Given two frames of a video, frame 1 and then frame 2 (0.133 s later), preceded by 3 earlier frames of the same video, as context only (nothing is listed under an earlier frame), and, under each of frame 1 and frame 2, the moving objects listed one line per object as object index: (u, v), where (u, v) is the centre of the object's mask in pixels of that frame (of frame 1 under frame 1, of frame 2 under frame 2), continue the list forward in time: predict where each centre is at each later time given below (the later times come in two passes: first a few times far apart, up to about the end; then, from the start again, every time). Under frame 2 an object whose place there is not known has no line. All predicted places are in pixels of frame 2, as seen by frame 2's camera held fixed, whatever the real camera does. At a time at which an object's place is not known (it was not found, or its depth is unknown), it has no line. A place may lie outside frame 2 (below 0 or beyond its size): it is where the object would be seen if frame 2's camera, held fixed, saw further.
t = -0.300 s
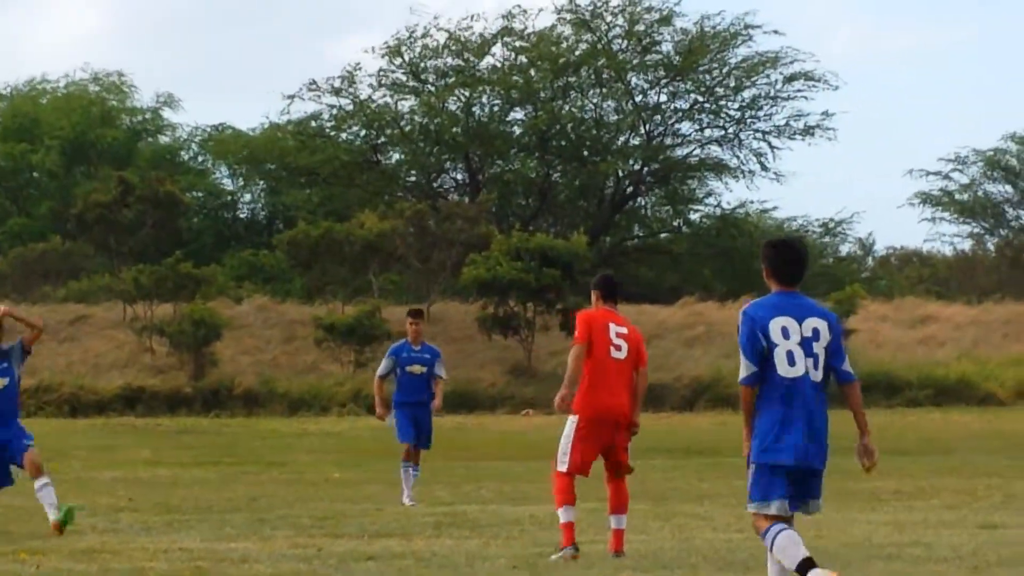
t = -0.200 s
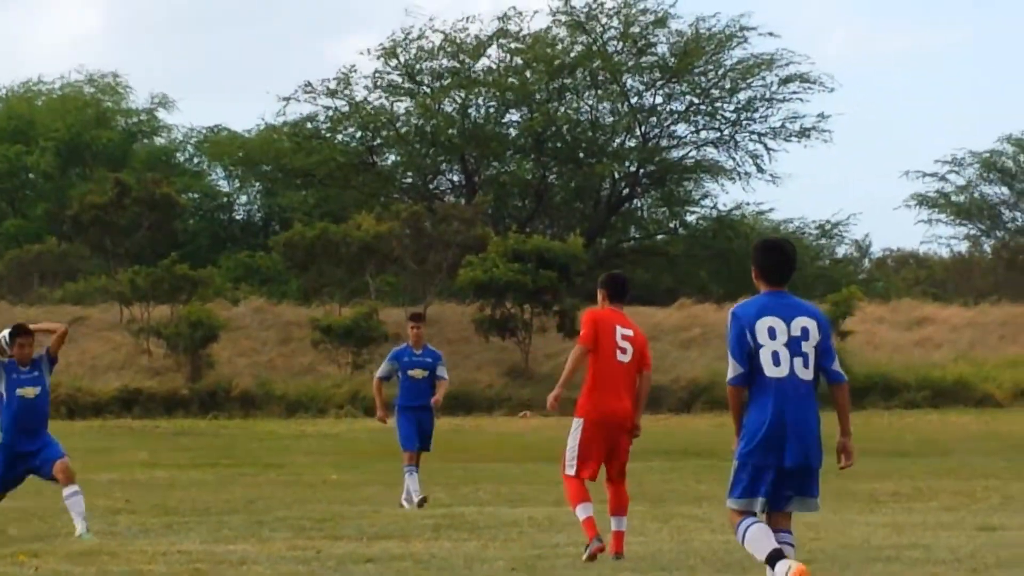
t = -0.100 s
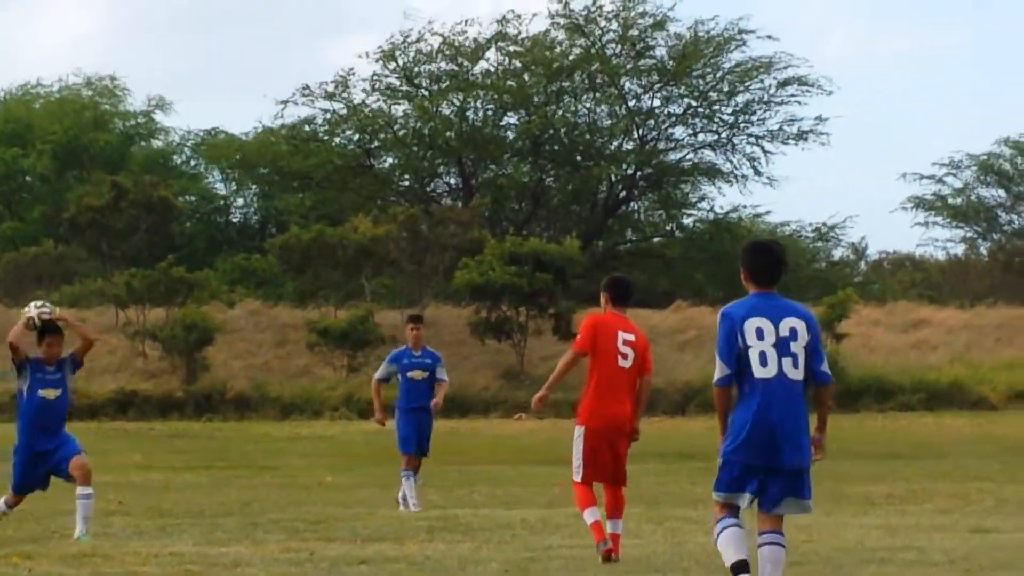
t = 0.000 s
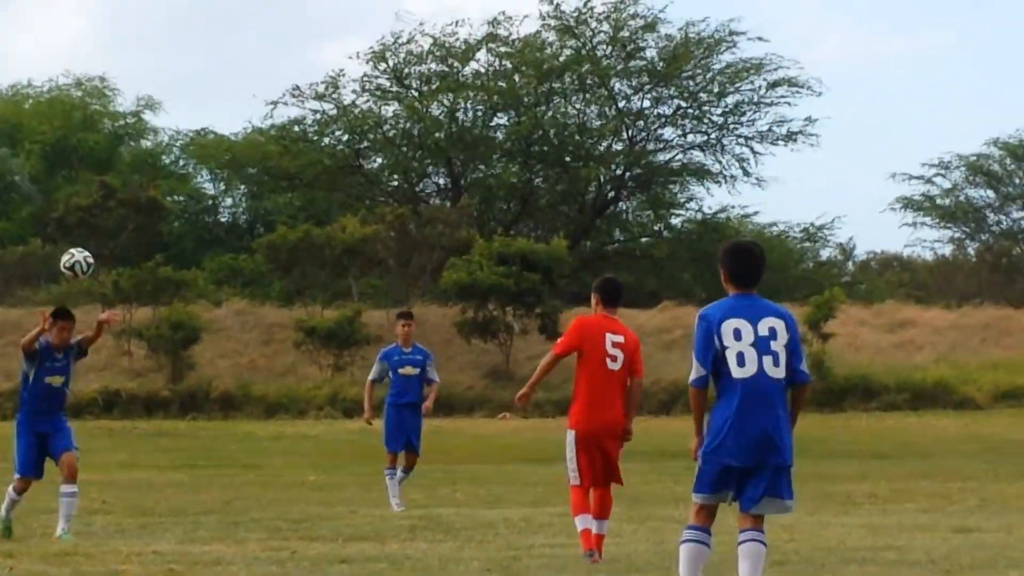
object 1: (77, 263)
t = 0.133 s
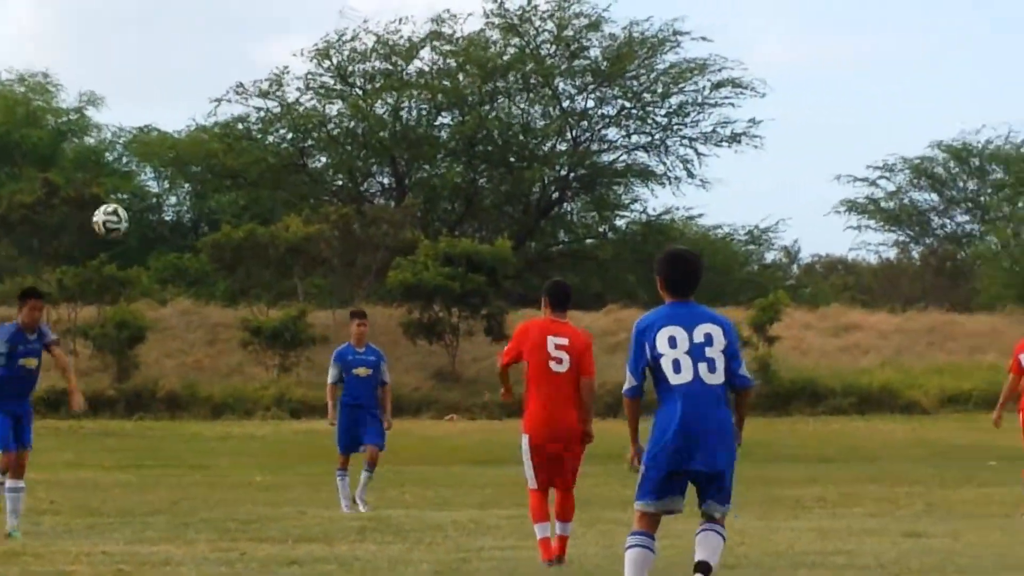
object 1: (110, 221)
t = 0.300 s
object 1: (240, 211)
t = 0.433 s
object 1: (361, 233)
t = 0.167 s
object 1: (134, 213)
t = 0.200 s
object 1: (160, 210)
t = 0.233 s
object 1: (185, 209)
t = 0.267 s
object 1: (212, 210)
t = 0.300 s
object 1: (240, 211)
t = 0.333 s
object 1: (268, 213)
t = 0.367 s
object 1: (298, 217)
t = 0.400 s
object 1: (329, 224)
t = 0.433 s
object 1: (361, 233)
